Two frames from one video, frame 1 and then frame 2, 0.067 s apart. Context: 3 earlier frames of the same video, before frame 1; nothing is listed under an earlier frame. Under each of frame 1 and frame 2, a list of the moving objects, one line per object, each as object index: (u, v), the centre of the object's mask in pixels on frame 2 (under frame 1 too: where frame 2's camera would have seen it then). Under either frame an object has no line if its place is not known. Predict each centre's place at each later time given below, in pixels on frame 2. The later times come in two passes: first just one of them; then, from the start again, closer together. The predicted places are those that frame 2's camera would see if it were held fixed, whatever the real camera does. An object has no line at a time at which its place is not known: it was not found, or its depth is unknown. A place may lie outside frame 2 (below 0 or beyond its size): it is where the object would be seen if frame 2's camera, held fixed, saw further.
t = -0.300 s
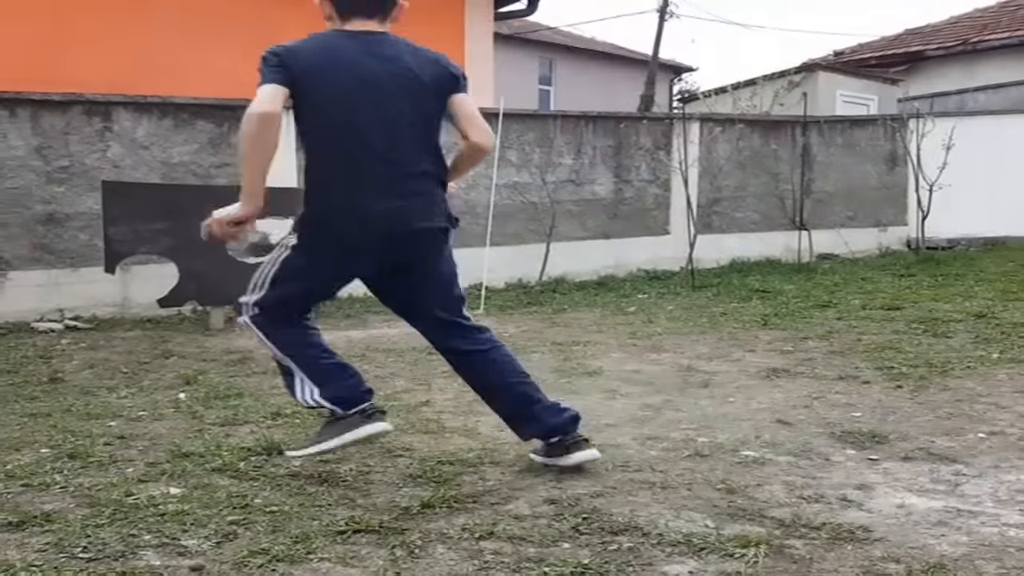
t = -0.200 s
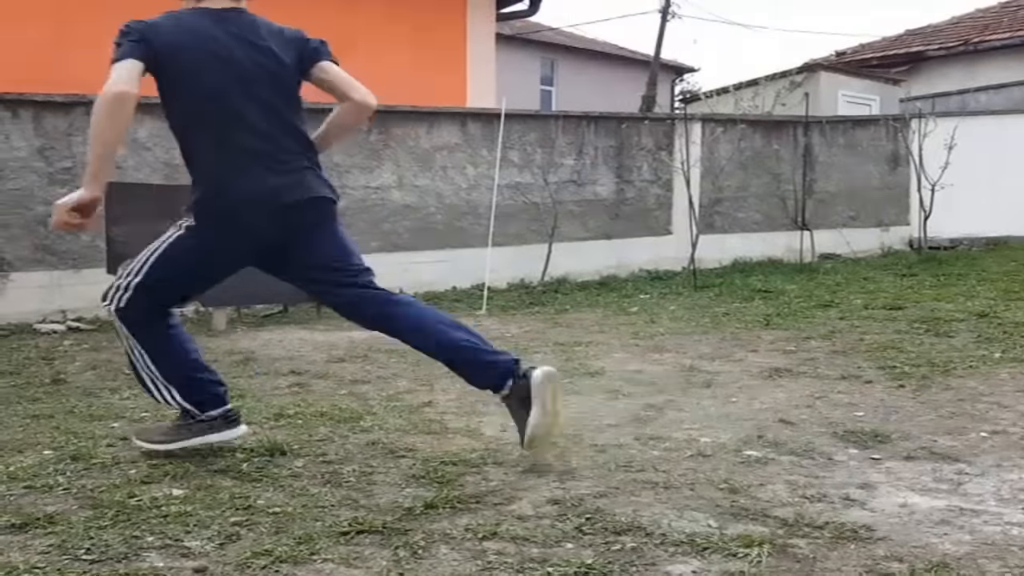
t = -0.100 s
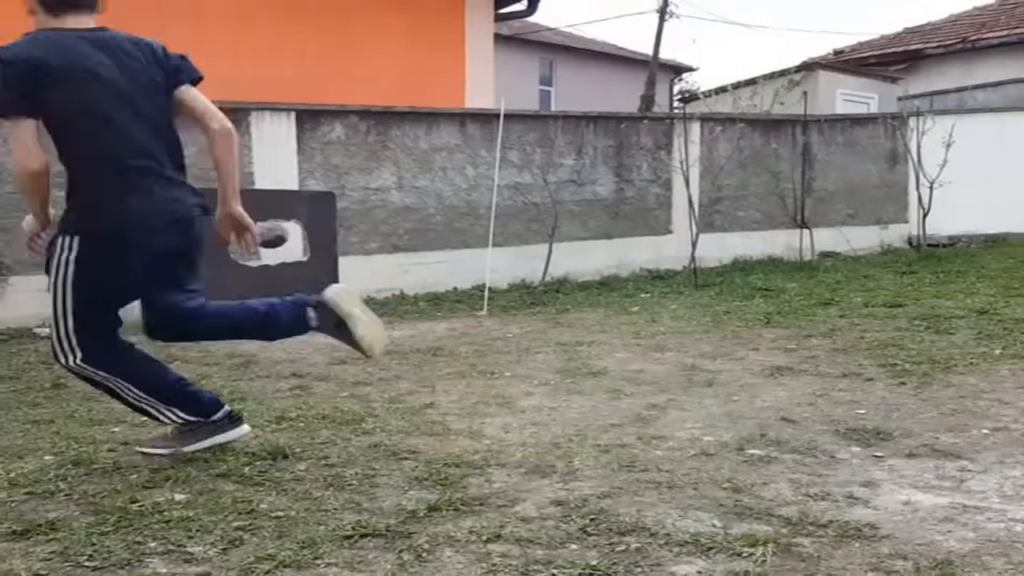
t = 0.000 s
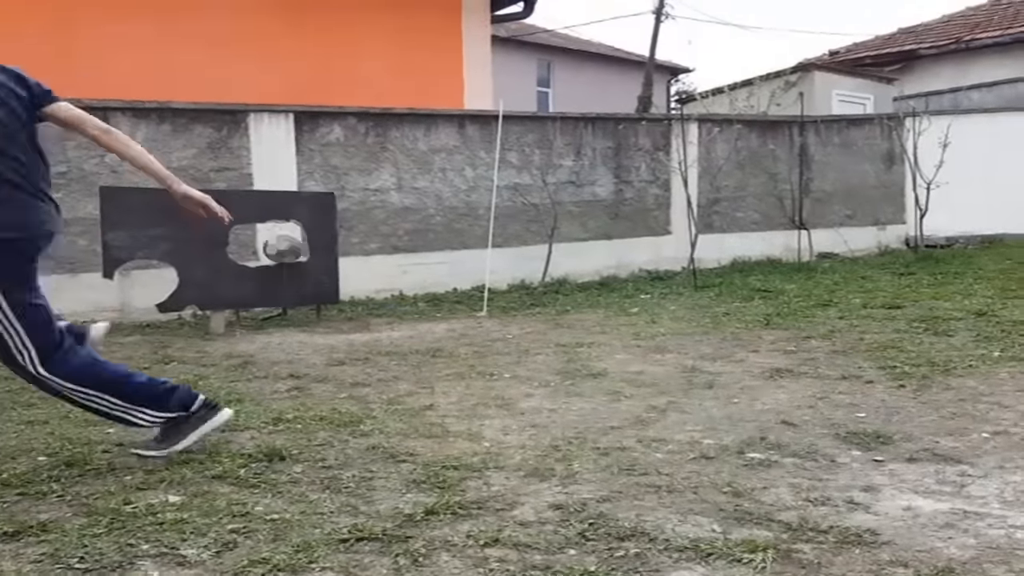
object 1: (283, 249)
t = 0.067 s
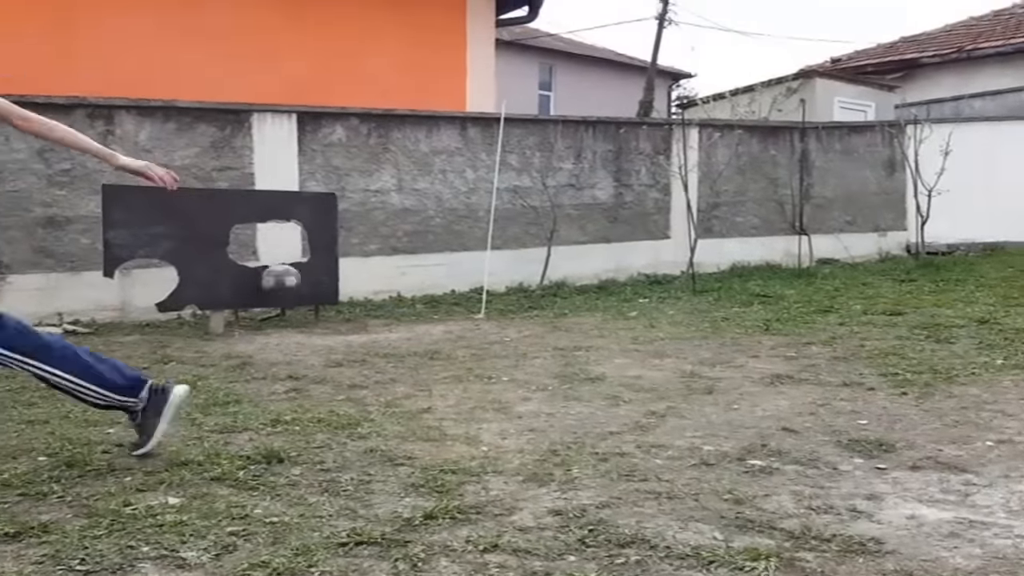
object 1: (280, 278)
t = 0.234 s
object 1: (270, 303)
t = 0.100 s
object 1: (279, 297)
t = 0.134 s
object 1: (279, 319)
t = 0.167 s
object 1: (277, 323)
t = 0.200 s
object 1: (274, 311)
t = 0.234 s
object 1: (270, 303)
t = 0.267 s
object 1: (267, 293)
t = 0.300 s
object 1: (265, 288)
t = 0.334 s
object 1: (263, 285)
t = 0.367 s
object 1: (260, 285)
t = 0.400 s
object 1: (257, 279)
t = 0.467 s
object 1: (248, 270)
